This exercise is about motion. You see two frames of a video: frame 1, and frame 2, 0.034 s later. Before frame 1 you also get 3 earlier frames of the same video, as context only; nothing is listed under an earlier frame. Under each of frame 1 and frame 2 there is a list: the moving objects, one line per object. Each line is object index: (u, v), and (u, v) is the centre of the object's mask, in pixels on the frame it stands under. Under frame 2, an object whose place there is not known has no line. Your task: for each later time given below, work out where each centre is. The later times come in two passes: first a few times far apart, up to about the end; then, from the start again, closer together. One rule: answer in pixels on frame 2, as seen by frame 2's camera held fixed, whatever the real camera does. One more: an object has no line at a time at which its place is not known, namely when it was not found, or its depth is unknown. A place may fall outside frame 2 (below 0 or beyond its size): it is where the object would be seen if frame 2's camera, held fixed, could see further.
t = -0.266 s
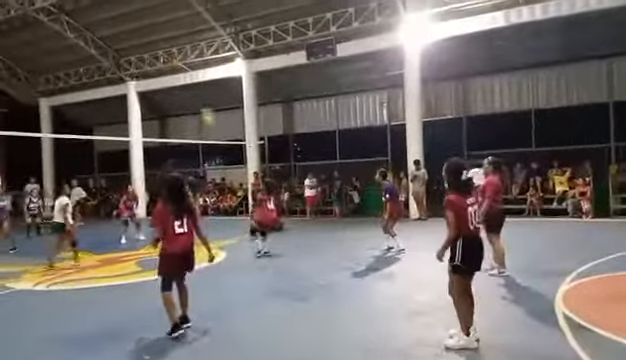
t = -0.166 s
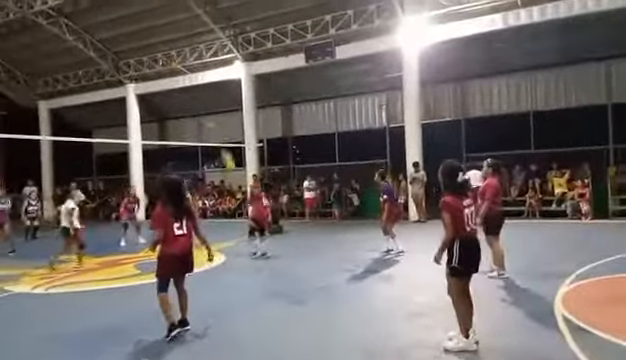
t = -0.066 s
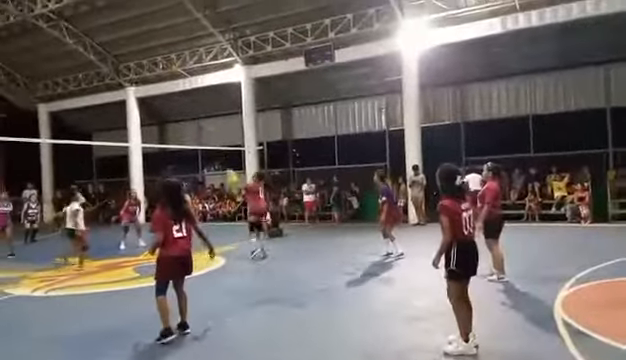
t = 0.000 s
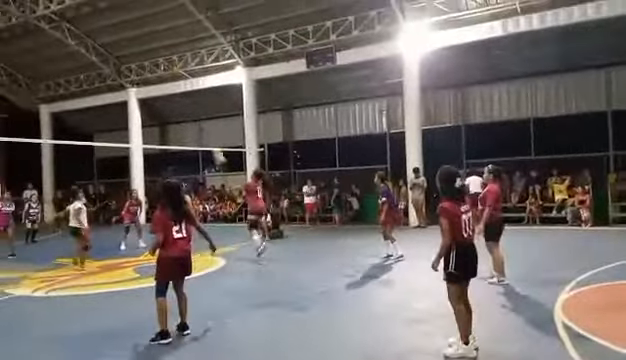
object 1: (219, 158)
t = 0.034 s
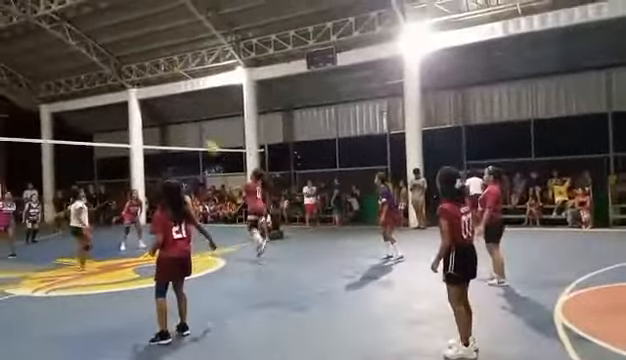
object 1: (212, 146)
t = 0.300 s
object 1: (167, 96)
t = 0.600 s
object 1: (121, 83)
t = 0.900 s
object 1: (87, 110)
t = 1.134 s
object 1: (65, 152)
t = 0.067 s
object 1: (205, 137)
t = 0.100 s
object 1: (198, 128)
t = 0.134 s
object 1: (193, 120)
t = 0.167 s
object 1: (187, 115)
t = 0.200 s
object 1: (181, 109)
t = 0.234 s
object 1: (175, 103)
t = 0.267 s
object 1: (170, 99)
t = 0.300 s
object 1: (167, 96)
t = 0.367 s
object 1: (154, 89)
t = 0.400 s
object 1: (149, 86)
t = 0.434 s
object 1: (144, 84)
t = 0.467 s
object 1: (140, 83)
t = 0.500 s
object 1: (136, 82)
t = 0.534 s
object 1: (131, 82)
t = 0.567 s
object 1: (125, 82)
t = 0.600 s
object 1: (121, 83)
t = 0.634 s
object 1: (118, 84)
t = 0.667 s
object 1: (113, 85)
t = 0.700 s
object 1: (109, 87)
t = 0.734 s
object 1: (105, 90)
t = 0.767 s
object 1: (102, 92)
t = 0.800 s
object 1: (97, 93)
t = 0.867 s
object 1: (90, 104)
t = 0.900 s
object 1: (87, 110)
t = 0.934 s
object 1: (84, 114)
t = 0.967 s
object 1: (80, 120)
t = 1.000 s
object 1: (77, 126)
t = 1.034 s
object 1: (74, 132)
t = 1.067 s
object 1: (72, 137)
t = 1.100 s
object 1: (68, 147)
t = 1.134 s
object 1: (65, 152)
